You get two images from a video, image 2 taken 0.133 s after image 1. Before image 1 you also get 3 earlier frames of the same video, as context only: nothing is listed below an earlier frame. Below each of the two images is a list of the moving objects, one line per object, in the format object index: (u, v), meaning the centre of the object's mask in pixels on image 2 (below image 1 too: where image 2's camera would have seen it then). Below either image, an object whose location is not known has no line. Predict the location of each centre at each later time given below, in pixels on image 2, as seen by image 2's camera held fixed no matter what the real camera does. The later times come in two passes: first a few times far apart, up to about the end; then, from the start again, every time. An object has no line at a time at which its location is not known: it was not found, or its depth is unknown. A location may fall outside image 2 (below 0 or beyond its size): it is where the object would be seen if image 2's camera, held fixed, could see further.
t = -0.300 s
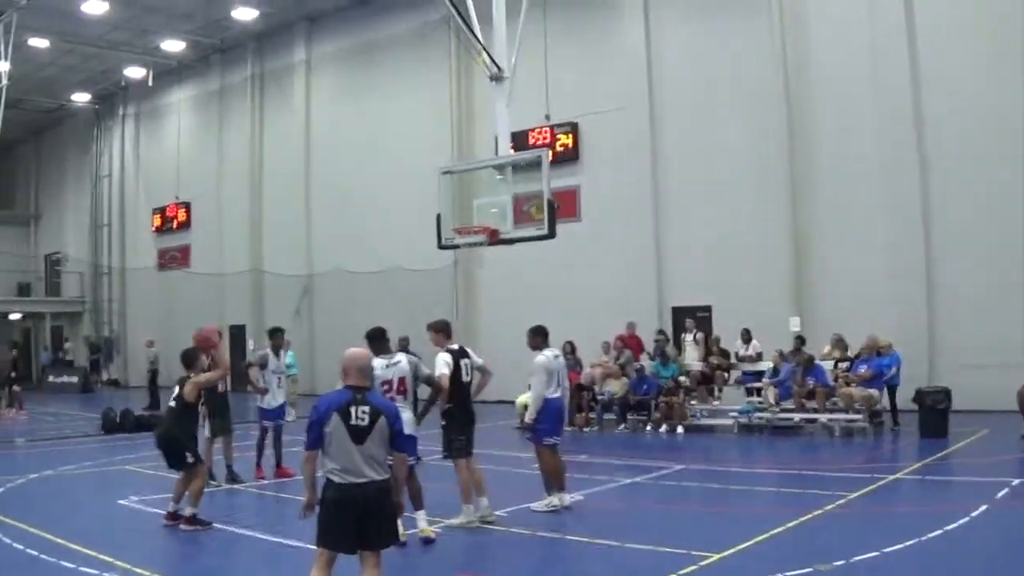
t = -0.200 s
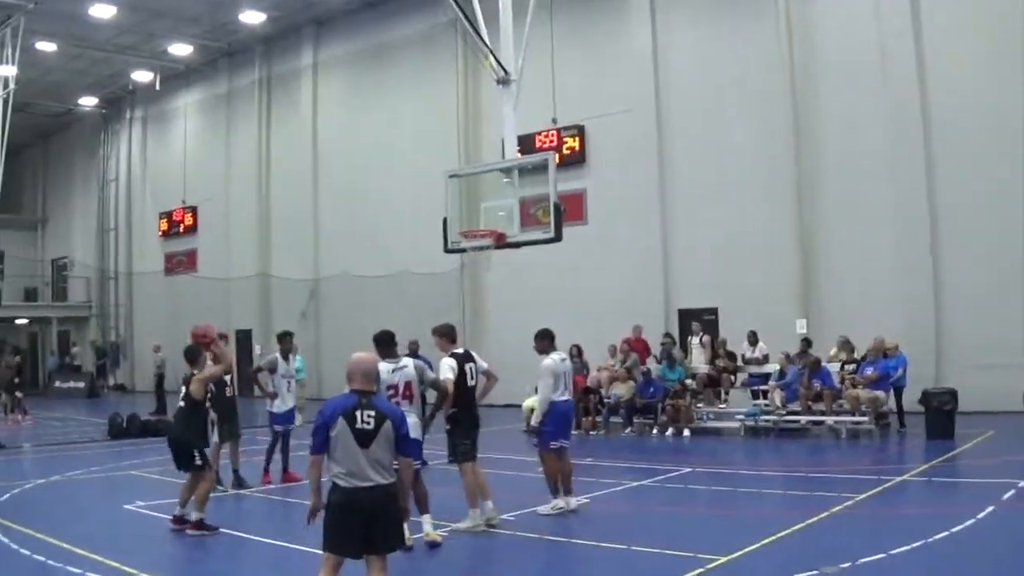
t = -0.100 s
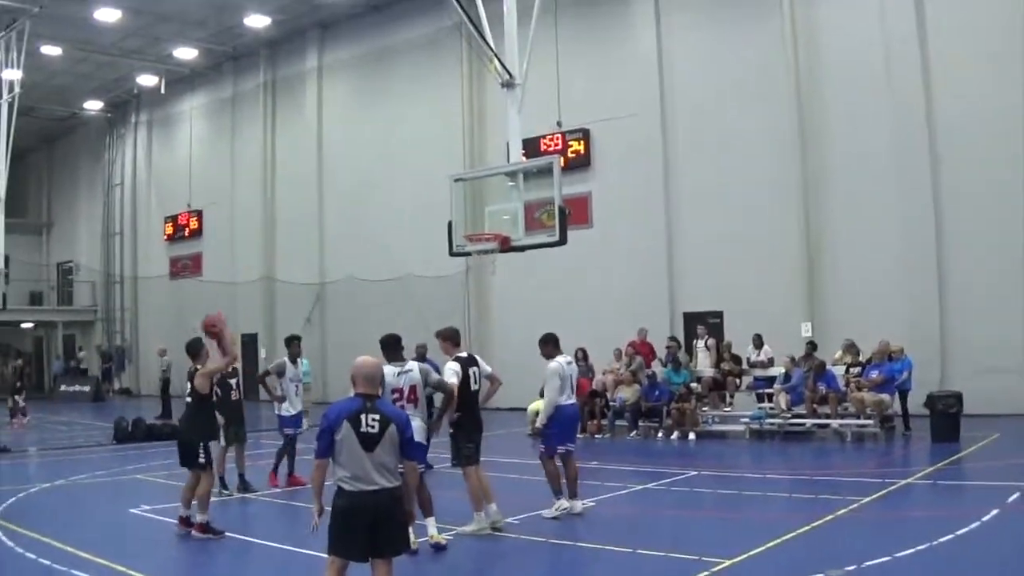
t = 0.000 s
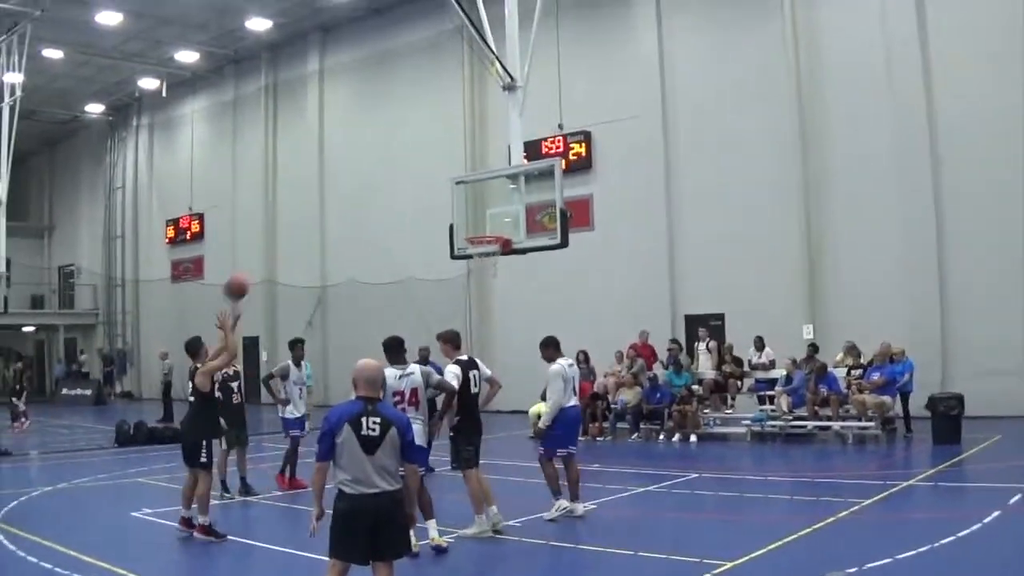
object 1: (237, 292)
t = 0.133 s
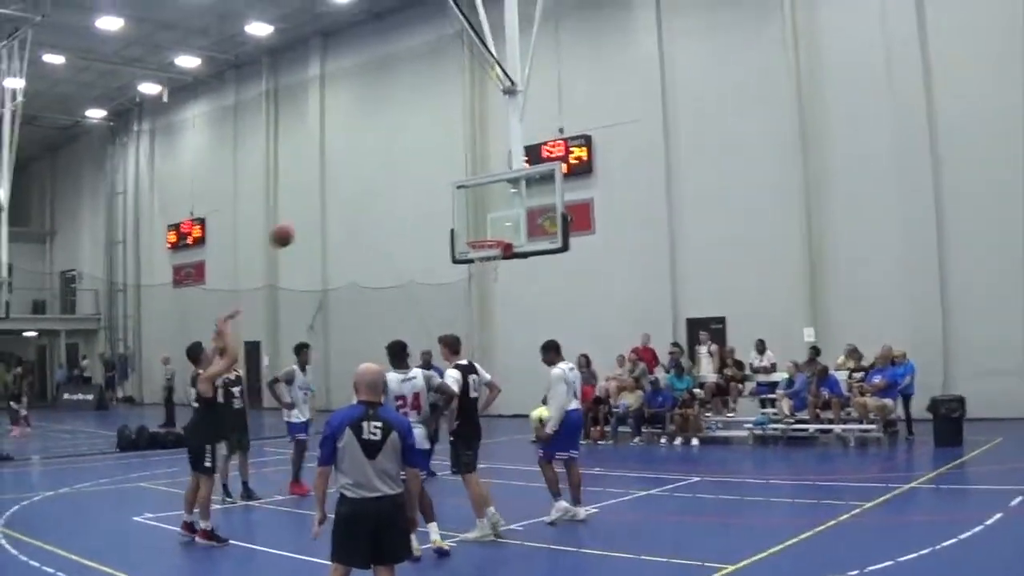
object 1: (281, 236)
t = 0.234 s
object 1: (312, 205)
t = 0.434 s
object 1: (370, 179)
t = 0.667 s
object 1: (430, 193)
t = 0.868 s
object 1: (474, 232)
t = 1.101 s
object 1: (491, 213)
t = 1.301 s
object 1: (505, 230)
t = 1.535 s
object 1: (504, 215)
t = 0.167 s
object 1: (292, 224)
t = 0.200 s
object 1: (302, 214)
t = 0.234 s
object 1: (312, 205)
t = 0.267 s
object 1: (322, 199)
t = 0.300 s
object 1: (332, 193)
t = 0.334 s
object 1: (342, 188)
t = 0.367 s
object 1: (351, 184)
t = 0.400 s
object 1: (360, 181)
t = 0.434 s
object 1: (370, 179)
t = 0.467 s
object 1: (378, 178)
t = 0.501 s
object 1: (387, 179)
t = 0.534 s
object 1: (396, 180)
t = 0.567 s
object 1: (405, 182)
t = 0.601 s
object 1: (414, 185)
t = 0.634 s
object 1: (422, 188)
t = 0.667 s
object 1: (430, 193)
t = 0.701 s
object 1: (438, 198)
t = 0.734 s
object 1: (445, 203)
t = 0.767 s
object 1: (453, 212)
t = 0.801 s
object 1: (461, 220)
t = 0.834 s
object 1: (471, 230)
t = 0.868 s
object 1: (474, 232)
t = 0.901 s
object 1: (476, 227)
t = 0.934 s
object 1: (478, 223)
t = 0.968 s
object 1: (480, 219)
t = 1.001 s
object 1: (480, 217)
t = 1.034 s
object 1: (481, 214)
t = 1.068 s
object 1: (484, 213)
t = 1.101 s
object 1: (491, 213)
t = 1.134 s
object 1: (497, 211)
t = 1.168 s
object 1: (501, 213)
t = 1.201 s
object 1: (502, 217)
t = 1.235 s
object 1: (503, 220)
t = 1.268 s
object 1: (504, 225)
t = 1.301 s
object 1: (505, 230)
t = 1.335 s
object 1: (505, 229)
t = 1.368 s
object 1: (506, 225)
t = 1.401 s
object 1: (507, 221)
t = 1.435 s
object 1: (508, 218)
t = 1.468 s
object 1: (506, 216)
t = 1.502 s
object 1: (505, 215)
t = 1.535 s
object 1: (504, 215)
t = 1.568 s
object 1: (503, 215)
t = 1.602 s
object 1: (502, 216)
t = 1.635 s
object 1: (501, 218)
